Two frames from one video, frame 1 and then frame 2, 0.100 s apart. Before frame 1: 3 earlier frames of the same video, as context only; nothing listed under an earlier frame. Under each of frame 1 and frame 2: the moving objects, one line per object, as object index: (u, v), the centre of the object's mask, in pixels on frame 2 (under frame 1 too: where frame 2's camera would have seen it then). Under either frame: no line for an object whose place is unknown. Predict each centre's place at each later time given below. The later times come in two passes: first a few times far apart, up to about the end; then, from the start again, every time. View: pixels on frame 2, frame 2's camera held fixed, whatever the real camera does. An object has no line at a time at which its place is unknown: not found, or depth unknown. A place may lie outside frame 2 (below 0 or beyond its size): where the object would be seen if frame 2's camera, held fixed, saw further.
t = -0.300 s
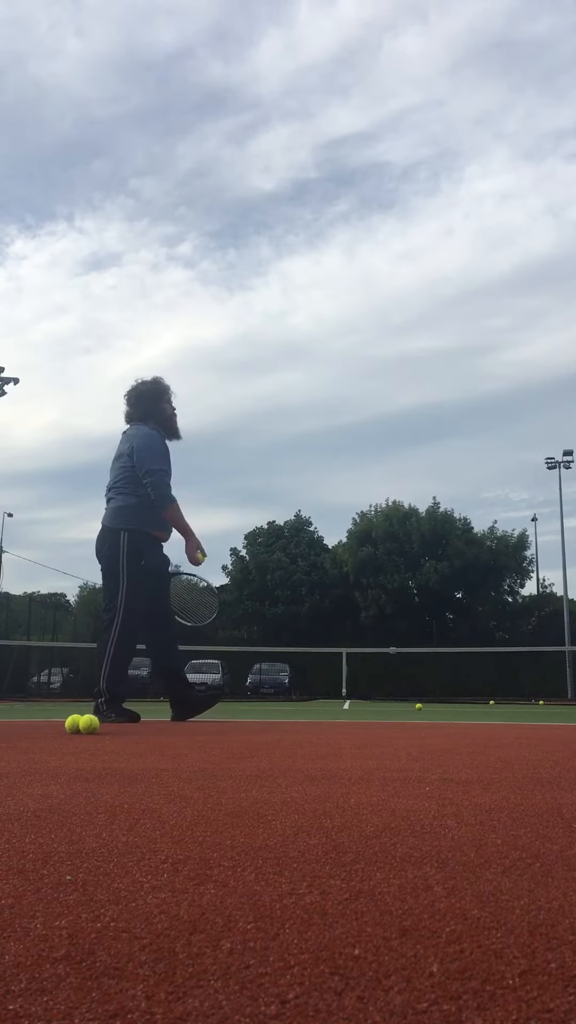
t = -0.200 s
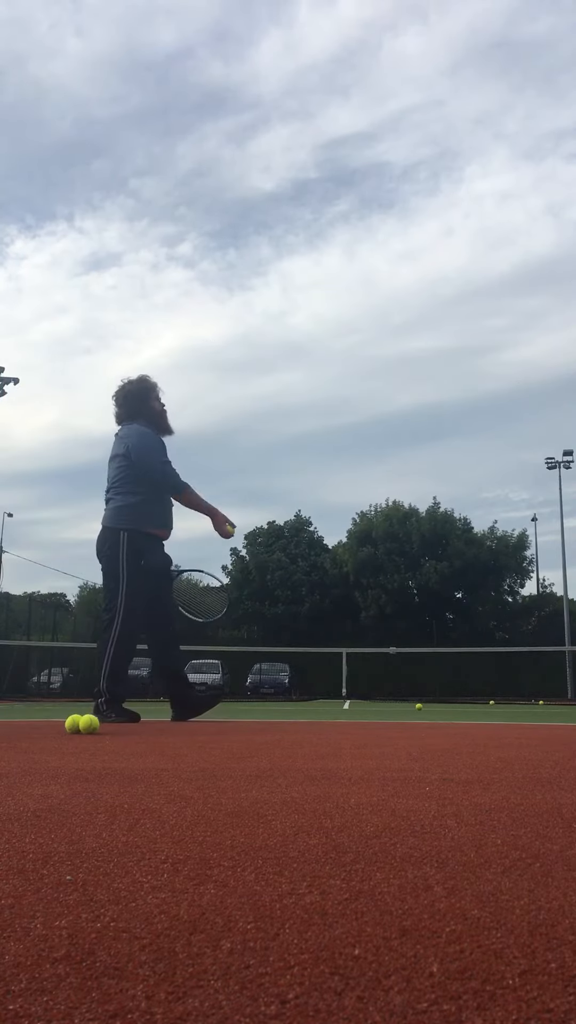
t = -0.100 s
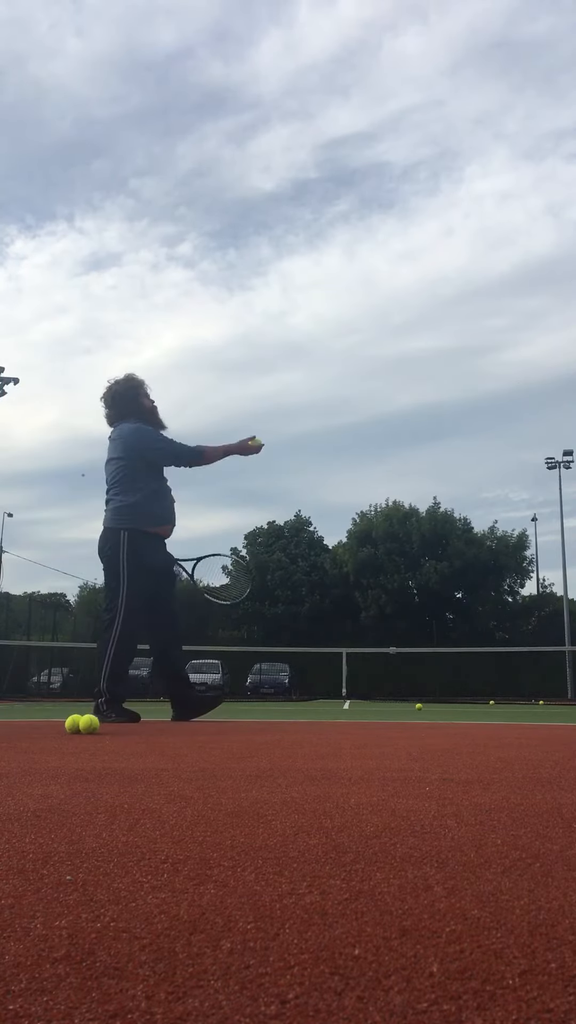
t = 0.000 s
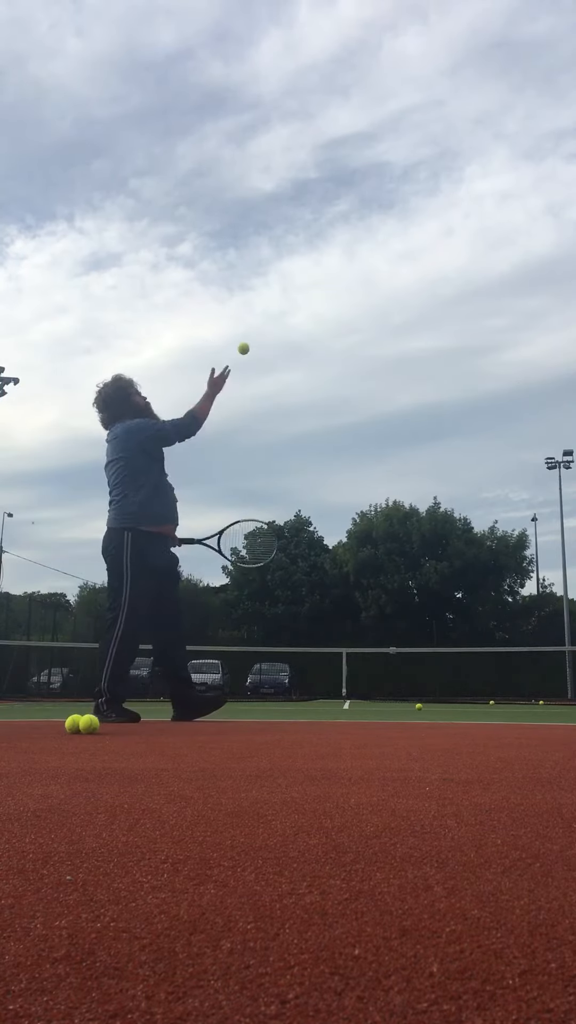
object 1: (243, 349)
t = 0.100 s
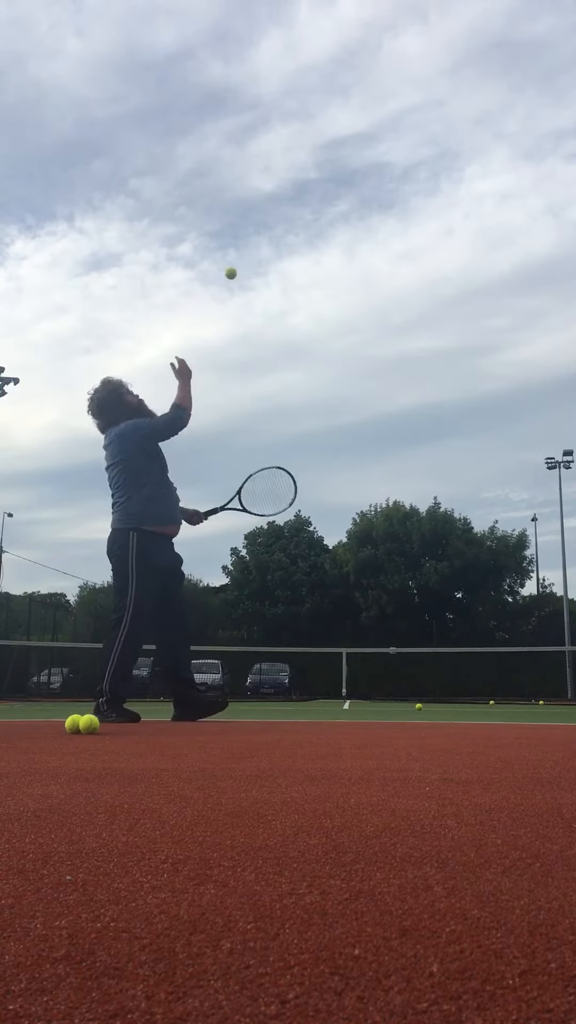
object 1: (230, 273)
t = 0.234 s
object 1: (214, 202)
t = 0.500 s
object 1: (180, 150)
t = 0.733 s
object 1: (150, 197)
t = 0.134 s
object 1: (226, 253)
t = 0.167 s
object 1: (222, 234)
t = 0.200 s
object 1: (218, 217)
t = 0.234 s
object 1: (214, 202)
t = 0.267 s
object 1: (210, 189)
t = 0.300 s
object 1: (206, 178)
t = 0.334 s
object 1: (202, 169)
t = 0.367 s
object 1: (197, 161)
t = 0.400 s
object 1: (193, 156)
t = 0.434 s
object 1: (189, 152)
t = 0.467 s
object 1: (185, 150)
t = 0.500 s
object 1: (180, 150)
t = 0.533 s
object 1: (176, 151)
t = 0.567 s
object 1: (172, 154)
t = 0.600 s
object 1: (167, 160)
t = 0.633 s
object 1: (163, 167)
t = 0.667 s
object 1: (159, 175)
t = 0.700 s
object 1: (154, 185)
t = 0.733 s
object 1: (150, 197)
